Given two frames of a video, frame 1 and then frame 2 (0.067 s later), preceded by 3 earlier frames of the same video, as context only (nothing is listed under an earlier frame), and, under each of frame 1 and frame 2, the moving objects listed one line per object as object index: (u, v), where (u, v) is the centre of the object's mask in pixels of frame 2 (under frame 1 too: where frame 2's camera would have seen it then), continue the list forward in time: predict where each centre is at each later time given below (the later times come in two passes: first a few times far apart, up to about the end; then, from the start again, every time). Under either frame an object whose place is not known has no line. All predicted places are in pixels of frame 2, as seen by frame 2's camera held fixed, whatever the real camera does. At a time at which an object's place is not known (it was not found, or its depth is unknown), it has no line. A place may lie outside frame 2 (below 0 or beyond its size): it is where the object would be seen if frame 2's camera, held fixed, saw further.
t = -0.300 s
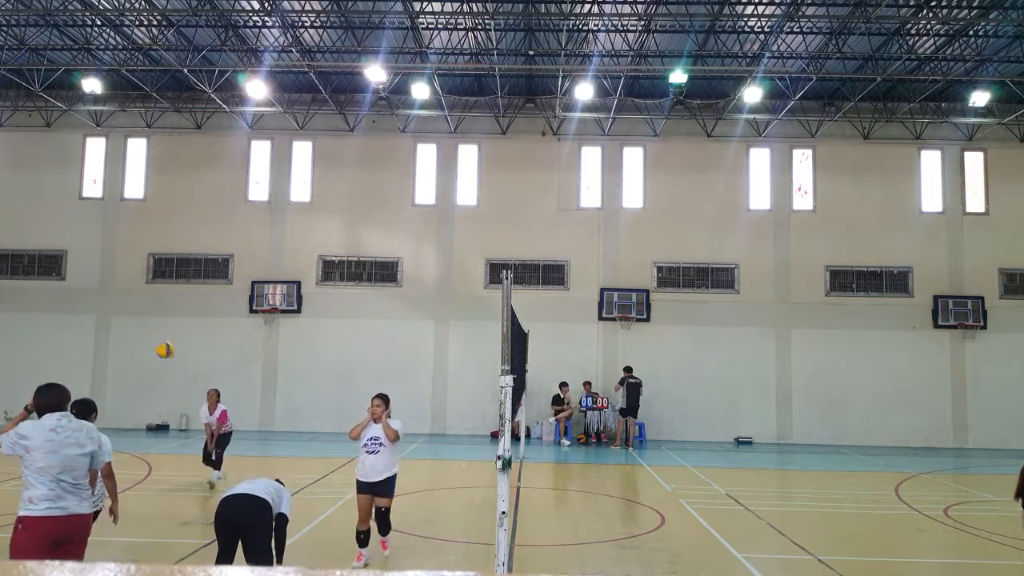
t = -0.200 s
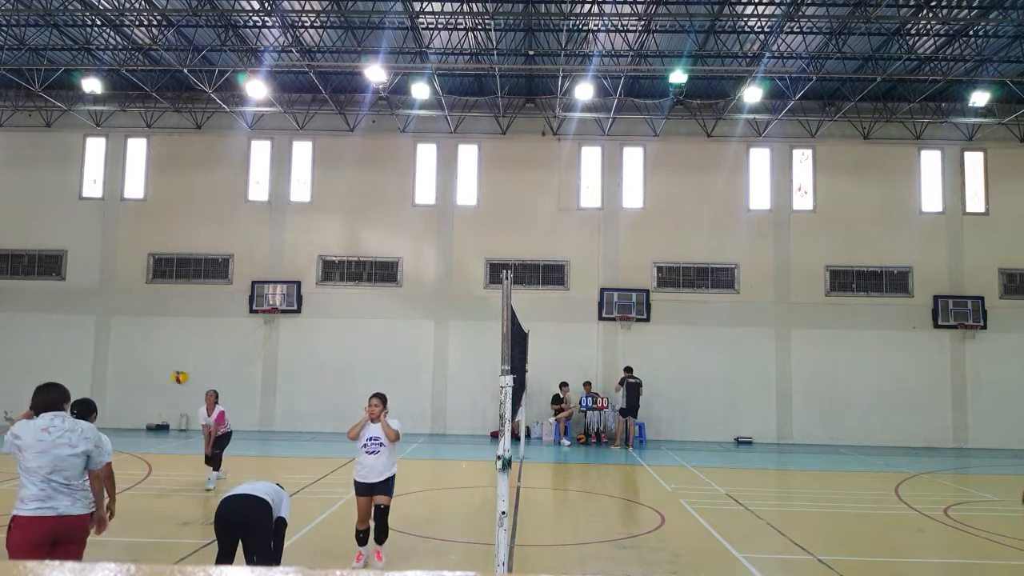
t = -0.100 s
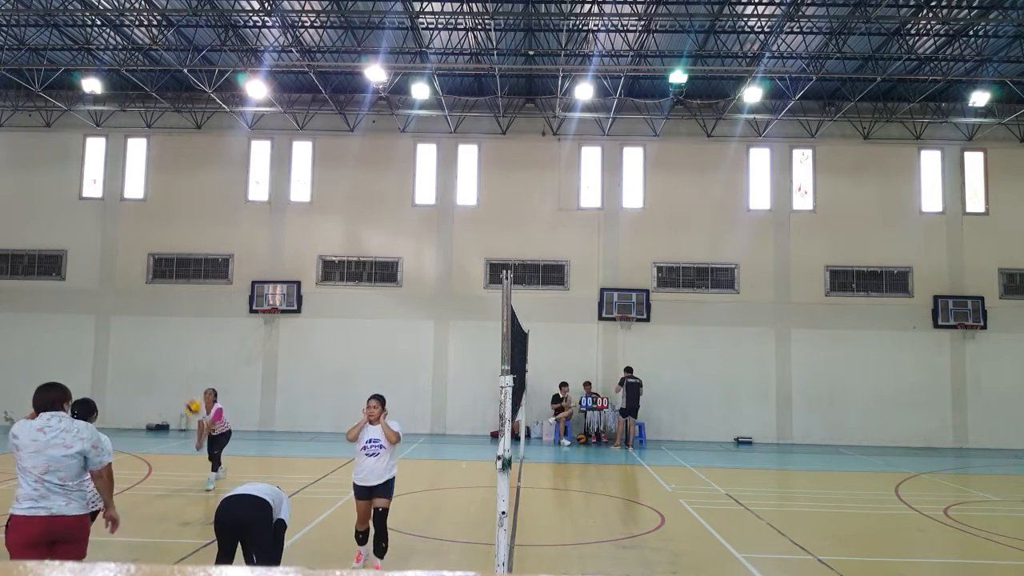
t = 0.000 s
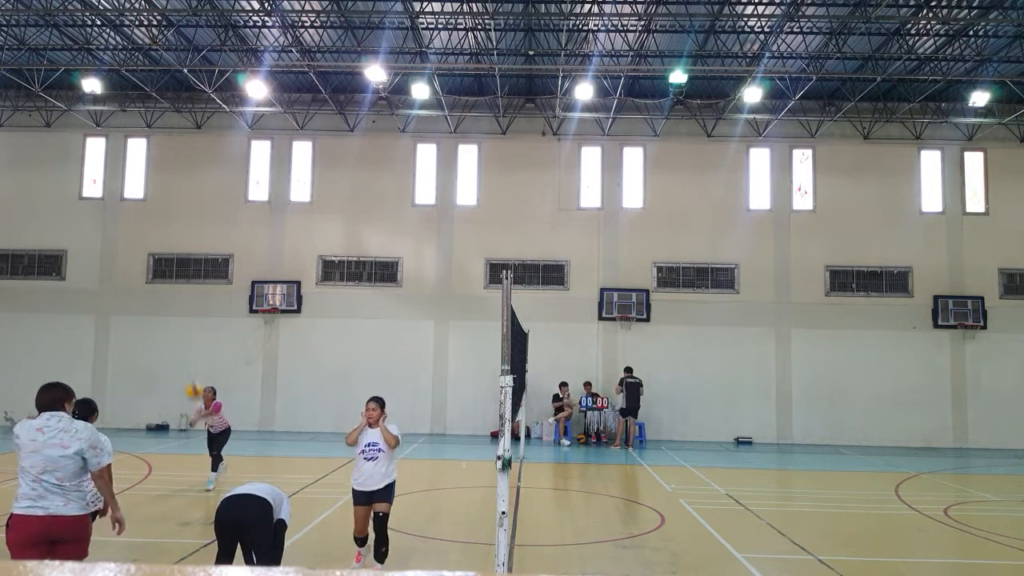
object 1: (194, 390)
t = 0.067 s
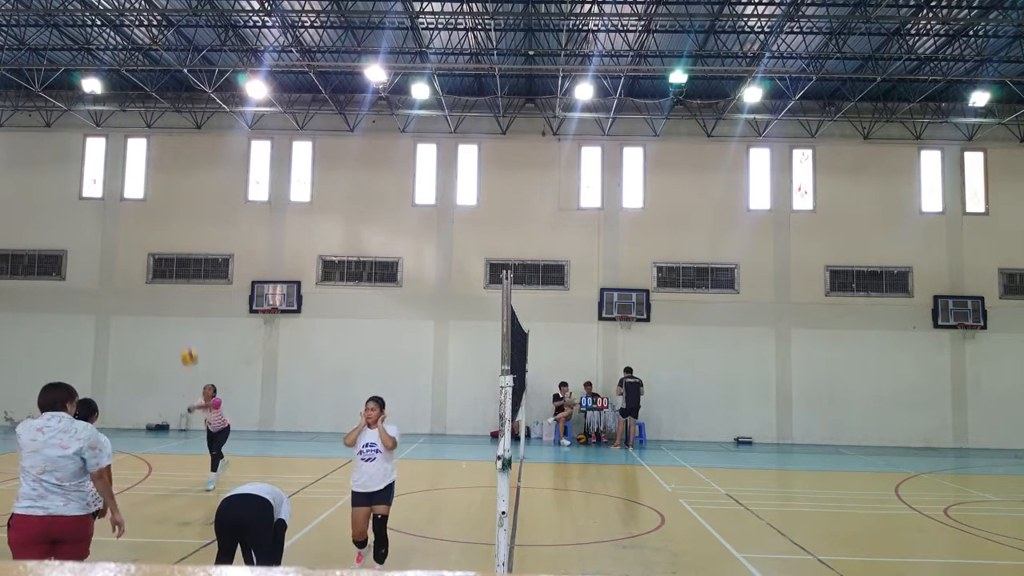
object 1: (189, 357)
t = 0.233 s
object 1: (174, 285)
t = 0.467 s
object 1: (146, 214)
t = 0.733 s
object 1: (107, 182)
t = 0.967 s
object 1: (62, 208)
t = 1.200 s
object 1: (9, 296)
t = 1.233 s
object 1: (5, 313)
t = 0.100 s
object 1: (186, 342)
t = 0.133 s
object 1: (183, 327)
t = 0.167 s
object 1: (181, 312)
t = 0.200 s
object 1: (177, 299)
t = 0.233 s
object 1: (174, 285)
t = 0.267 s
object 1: (170, 272)
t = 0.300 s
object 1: (166, 261)
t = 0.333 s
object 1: (163, 251)
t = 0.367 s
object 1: (159, 240)
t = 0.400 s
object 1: (155, 231)
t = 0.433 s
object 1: (150, 222)
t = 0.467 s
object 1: (146, 214)
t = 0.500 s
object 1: (142, 207)
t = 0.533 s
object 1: (139, 202)
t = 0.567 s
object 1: (134, 197)
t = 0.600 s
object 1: (128, 193)
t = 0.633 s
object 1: (122, 189)
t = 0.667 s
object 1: (117, 186)
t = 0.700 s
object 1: (111, 184)
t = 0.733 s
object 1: (107, 182)
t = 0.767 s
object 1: (101, 183)
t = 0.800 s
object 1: (95, 186)
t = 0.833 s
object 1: (88, 189)
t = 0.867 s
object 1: (82, 192)
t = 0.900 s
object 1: (75, 196)
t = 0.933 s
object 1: (68, 202)
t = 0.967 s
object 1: (62, 208)
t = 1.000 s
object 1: (55, 216)
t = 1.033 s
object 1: (46, 226)
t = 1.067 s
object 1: (38, 238)
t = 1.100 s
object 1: (31, 251)
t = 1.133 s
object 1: (24, 263)
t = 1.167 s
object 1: (16, 277)
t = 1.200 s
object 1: (9, 296)
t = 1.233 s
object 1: (5, 313)
